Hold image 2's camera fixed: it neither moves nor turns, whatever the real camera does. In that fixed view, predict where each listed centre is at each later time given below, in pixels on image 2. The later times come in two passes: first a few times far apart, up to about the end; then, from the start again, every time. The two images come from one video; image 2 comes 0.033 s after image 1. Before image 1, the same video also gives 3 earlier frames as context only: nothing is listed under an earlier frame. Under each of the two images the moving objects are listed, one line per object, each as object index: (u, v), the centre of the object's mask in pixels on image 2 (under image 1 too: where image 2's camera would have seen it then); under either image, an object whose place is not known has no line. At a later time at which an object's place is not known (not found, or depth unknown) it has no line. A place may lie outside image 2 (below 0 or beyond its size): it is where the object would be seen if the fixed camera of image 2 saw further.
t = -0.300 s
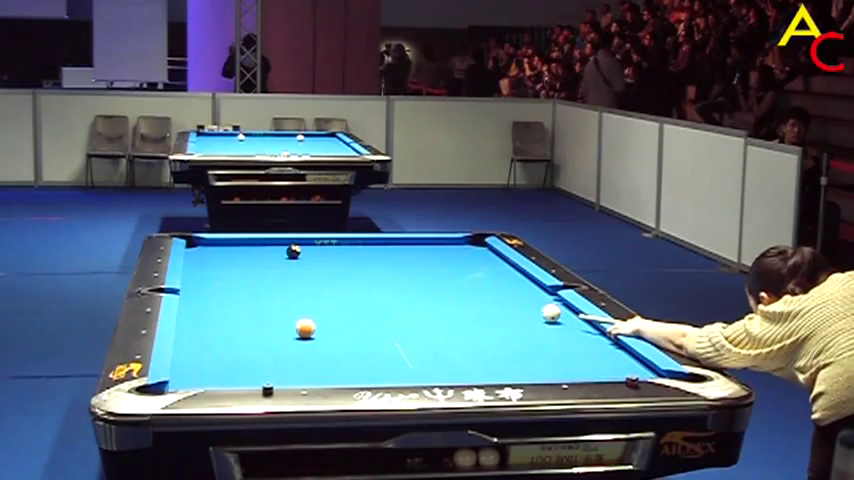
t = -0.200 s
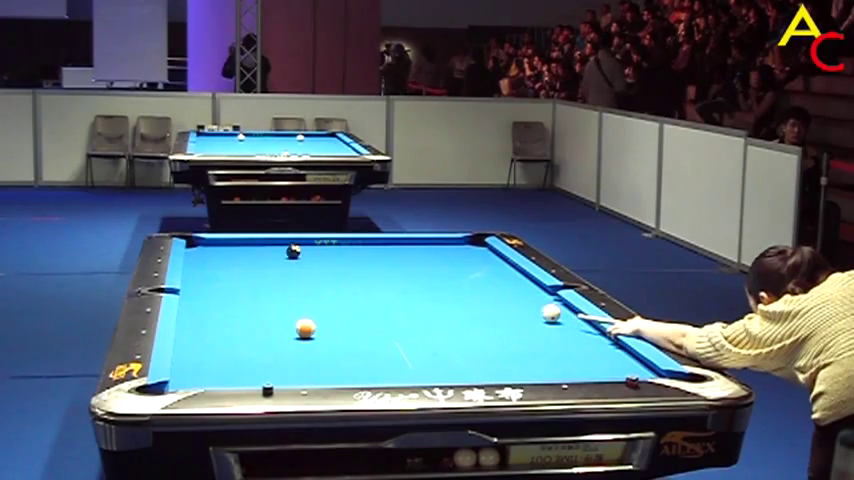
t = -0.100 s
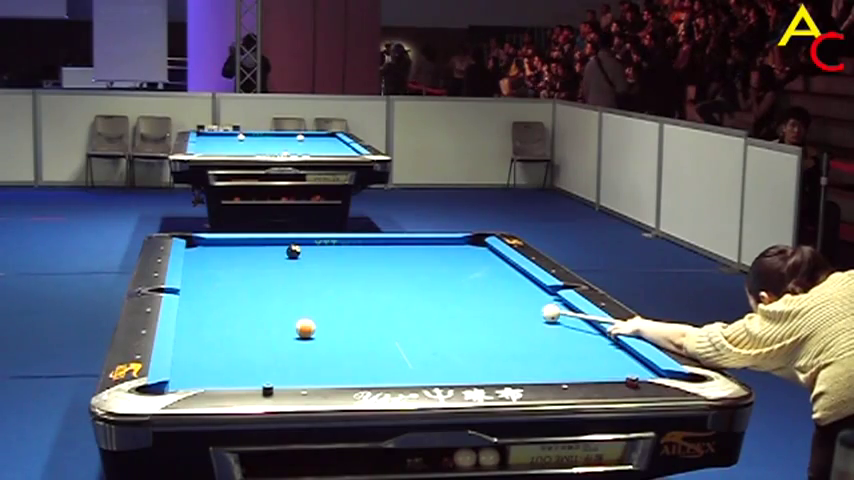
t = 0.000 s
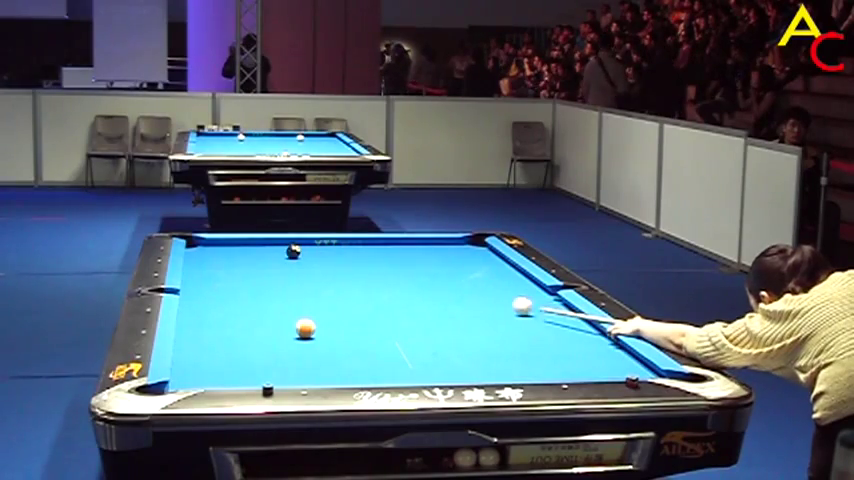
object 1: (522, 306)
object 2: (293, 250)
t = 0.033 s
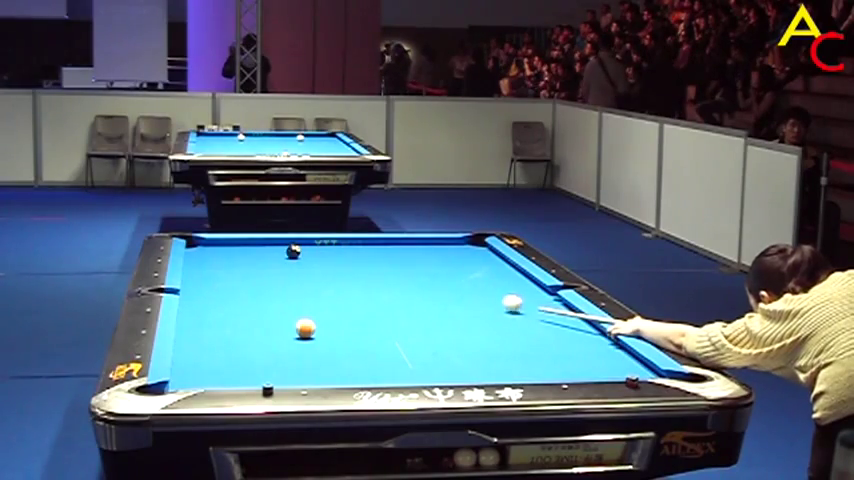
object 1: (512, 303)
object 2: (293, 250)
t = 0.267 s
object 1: (447, 287)
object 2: (293, 250)
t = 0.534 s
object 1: (381, 271)
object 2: (293, 251)
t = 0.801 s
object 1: (325, 257)
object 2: (293, 250)
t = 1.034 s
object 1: (310, 249)
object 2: (263, 248)
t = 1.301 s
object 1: (312, 243)
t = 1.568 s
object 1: (316, 242)
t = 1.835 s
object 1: (320, 246)
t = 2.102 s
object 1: (325, 250)
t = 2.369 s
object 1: (329, 253)
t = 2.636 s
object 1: (334, 257)
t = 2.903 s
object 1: (338, 261)
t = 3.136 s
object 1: (342, 263)
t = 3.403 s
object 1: (346, 266)
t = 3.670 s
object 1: (351, 270)
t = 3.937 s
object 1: (355, 272)
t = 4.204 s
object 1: (359, 275)
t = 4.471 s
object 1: (363, 277)
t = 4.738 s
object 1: (365, 280)
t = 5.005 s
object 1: (368, 281)
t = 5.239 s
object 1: (369, 283)
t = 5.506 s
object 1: (372, 284)
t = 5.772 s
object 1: (374, 286)
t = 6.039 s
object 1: (375, 287)
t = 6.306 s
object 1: (375, 287)
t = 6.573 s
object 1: (376, 288)
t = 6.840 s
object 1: (376, 288)
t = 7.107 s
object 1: (376, 288)
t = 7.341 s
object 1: (376, 288)
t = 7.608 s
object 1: (376, 288)
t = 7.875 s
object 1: (376, 288)
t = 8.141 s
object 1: (376, 288)
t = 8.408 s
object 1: (376, 288)
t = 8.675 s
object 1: (376, 288)
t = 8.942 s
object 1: (376, 288)
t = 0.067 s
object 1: (502, 300)
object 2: (293, 250)
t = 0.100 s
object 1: (493, 298)
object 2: (293, 250)
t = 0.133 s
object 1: (483, 296)
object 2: (293, 251)
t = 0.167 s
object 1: (474, 293)
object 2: (293, 250)
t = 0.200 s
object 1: (465, 291)
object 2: (293, 250)
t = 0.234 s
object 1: (455, 289)
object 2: (293, 250)
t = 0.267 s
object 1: (447, 287)
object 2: (293, 250)
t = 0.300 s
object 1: (438, 285)
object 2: (293, 251)
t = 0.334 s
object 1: (429, 283)
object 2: (293, 251)
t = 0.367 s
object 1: (421, 281)
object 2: (293, 250)
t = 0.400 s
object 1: (413, 279)
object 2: (293, 250)
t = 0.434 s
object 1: (405, 277)
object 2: (293, 251)
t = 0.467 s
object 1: (397, 275)
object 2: (293, 251)
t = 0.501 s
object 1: (389, 273)
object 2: (293, 251)
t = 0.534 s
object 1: (381, 271)
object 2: (293, 251)
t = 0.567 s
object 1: (374, 269)
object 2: (293, 251)
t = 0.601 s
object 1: (367, 267)
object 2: (293, 251)
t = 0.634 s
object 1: (359, 265)
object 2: (293, 250)
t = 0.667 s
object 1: (352, 264)
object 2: (293, 251)
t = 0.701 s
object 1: (345, 262)
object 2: (293, 251)
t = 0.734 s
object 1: (338, 260)
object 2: (293, 251)
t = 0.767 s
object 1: (331, 258)
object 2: (293, 251)
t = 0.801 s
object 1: (325, 257)
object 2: (293, 250)
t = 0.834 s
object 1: (318, 255)
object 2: (293, 250)
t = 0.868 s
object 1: (312, 254)
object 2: (293, 251)
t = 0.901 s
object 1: (306, 252)
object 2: (292, 250)
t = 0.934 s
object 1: (308, 251)
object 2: (285, 250)
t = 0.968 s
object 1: (309, 251)
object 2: (277, 249)
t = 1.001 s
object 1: (310, 250)
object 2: (270, 248)
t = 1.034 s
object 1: (310, 249)
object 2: (263, 248)
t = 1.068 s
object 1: (311, 248)
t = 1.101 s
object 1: (311, 248)
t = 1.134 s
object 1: (311, 247)
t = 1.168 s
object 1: (311, 246)
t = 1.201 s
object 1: (312, 245)
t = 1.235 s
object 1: (312, 244)
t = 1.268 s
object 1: (312, 243)
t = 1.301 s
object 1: (312, 243)
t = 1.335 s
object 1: (312, 242)
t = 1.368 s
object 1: (312, 241)
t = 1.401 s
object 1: (313, 240)
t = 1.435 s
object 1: (313, 241)
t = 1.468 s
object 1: (314, 241)
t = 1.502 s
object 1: (314, 241)
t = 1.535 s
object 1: (315, 242)
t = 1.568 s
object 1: (316, 242)
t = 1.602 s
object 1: (316, 243)
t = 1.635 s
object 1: (317, 243)
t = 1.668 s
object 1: (318, 244)
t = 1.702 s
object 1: (318, 244)
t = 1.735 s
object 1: (319, 244)
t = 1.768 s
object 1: (320, 245)
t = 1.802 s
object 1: (320, 245)
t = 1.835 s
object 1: (320, 246)
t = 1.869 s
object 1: (321, 247)
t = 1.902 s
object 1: (322, 247)
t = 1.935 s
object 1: (323, 247)
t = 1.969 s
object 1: (323, 248)
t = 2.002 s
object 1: (324, 248)
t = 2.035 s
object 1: (324, 248)
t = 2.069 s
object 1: (325, 249)
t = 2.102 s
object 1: (325, 250)
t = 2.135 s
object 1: (326, 250)
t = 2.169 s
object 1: (326, 251)
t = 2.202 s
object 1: (327, 251)
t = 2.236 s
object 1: (327, 251)
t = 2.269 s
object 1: (328, 252)
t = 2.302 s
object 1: (328, 252)
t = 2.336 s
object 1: (329, 253)
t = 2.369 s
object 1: (329, 253)
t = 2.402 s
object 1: (330, 254)
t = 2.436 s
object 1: (330, 254)
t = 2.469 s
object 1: (331, 255)
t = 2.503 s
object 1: (331, 255)
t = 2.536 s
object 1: (332, 256)
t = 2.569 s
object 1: (333, 256)
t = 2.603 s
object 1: (333, 257)
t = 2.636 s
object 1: (334, 257)
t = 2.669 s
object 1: (334, 257)
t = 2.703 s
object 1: (335, 258)
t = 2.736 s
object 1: (335, 258)
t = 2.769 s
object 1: (336, 258)
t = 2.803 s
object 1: (336, 259)
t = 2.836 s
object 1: (337, 260)
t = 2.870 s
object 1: (338, 260)
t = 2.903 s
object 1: (338, 261)
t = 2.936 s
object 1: (339, 261)
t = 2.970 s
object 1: (339, 261)
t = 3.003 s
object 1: (340, 262)
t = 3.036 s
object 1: (341, 262)
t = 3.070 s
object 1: (341, 262)
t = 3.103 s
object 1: (341, 263)
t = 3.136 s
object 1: (342, 263)
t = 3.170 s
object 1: (343, 264)
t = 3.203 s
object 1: (343, 264)
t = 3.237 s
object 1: (344, 265)
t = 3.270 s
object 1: (344, 265)
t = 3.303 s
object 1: (345, 265)
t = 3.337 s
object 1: (345, 266)
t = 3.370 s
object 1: (346, 266)
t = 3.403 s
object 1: (346, 266)
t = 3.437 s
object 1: (347, 267)
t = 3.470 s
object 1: (347, 268)
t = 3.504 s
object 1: (348, 268)
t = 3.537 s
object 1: (349, 268)
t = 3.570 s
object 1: (349, 268)
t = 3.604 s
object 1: (350, 269)
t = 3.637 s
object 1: (350, 269)
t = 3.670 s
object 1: (351, 270)
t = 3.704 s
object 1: (351, 270)
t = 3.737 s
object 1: (352, 270)
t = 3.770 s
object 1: (352, 271)
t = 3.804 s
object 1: (352, 271)
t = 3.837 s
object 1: (353, 271)
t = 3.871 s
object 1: (354, 272)
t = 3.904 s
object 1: (354, 272)
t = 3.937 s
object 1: (355, 272)
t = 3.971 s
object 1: (355, 273)
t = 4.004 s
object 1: (356, 273)
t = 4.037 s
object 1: (356, 273)
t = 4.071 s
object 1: (357, 274)
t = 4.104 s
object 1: (357, 274)
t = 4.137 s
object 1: (358, 274)
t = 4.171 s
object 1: (358, 274)
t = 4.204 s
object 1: (359, 275)
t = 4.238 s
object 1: (359, 275)
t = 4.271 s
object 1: (360, 276)
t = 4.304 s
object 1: (360, 276)
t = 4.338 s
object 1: (360, 276)
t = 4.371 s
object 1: (361, 276)
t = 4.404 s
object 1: (362, 276)
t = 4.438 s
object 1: (362, 277)
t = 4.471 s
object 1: (363, 277)
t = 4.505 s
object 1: (363, 278)
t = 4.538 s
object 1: (363, 278)
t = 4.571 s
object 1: (364, 278)
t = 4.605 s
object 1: (364, 278)
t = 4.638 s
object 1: (364, 279)
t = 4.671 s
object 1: (365, 279)
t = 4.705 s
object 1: (365, 279)
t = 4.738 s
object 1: (365, 280)
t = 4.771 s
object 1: (366, 280)
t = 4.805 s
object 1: (366, 280)
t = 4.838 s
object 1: (366, 280)
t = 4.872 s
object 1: (367, 280)
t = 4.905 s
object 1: (367, 281)
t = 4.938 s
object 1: (367, 281)
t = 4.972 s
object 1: (367, 281)
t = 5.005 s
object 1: (368, 281)
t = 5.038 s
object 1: (368, 281)
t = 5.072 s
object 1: (368, 282)
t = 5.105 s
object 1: (368, 282)
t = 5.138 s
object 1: (369, 282)
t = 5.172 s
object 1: (369, 282)
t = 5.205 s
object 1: (369, 283)
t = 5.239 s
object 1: (369, 283)
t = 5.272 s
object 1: (370, 283)
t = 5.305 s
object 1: (370, 283)
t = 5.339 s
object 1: (370, 283)
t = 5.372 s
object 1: (370, 283)
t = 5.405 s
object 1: (371, 284)
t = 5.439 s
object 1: (371, 284)
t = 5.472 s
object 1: (371, 284)
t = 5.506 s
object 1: (372, 284)
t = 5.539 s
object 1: (372, 285)
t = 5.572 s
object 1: (372, 285)
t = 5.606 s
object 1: (372, 285)
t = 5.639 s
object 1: (373, 285)
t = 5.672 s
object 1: (373, 285)
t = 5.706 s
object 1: (373, 285)
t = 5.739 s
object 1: (373, 285)
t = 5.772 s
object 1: (374, 286)
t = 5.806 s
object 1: (374, 285)
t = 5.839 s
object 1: (374, 286)
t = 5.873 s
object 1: (374, 286)
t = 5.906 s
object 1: (375, 286)
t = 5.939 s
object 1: (375, 286)
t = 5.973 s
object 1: (375, 287)
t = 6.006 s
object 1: (375, 287)
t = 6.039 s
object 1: (375, 287)
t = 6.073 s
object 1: (375, 287)
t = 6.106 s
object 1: (375, 287)
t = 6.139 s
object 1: (375, 287)
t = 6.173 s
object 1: (375, 287)
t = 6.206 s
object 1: (375, 287)
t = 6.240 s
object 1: (375, 287)
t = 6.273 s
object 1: (375, 287)
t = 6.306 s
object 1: (375, 287)
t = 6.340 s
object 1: (375, 287)
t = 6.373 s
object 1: (375, 287)
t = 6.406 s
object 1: (375, 287)
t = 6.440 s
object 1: (376, 287)
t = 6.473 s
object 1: (375, 288)
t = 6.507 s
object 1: (376, 288)
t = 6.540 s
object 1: (376, 288)
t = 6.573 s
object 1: (376, 288)
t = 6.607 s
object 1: (376, 288)
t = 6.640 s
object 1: (376, 288)
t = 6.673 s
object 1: (376, 288)
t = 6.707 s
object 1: (376, 288)
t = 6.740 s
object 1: (376, 288)
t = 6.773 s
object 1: (376, 288)
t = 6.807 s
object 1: (376, 288)
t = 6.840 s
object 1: (376, 288)
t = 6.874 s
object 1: (376, 288)
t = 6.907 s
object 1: (376, 288)
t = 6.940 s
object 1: (376, 288)
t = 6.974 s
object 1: (376, 288)
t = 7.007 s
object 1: (376, 288)
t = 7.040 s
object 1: (376, 288)
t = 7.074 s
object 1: (376, 288)
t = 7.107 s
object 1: (376, 288)
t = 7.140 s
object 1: (376, 288)
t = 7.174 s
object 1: (376, 288)
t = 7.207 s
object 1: (376, 288)
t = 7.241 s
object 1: (376, 288)
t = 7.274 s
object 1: (376, 288)
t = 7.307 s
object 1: (376, 288)
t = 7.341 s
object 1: (376, 288)
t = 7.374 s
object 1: (376, 288)
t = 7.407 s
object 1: (376, 288)
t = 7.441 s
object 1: (376, 288)
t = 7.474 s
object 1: (376, 288)
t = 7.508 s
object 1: (376, 288)
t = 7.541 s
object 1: (376, 288)
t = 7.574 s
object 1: (376, 288)
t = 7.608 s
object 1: (376, 288)
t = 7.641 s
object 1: (376, 288)
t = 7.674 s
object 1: (376, 288)
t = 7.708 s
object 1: (376, 288)
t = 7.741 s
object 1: (376, 288)
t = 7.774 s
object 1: (376, 288)
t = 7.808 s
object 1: (376, 288)
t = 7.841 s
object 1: (376, 288)
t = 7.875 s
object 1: (376, 288)
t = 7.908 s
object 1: (376, 288)
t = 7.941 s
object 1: (376, 288)
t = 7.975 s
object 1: (376, 288)
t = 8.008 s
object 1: (376, 288)
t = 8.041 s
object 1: (376, 288)
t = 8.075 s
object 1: (376, 288)
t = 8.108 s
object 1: (376, 288)
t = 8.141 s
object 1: (376, 288)
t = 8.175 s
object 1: (376, 288)
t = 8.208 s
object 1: (376, 288)
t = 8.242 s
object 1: (376, 288)
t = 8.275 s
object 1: (376, 288)
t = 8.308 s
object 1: (376, 288)
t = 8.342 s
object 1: (376, 288)
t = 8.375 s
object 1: (376, 288)
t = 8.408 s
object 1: (376, 288)
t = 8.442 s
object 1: (376, 288)
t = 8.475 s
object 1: (376, 288)
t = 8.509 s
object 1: (376, 288)
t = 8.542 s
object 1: (376, 288)
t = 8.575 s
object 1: (376, 288)
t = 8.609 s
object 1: (376, 288)
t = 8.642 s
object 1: (376, 288)
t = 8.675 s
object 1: (376, 288)
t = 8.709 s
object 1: (376, 288)
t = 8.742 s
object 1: (376, 288)
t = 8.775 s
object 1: (376, 288)
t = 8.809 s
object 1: (376, 288)
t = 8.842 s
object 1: (376, 288)
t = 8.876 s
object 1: (376, 288)
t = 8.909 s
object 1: (376, 288)
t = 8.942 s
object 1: (376, 288)
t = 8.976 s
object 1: (376, 288)
